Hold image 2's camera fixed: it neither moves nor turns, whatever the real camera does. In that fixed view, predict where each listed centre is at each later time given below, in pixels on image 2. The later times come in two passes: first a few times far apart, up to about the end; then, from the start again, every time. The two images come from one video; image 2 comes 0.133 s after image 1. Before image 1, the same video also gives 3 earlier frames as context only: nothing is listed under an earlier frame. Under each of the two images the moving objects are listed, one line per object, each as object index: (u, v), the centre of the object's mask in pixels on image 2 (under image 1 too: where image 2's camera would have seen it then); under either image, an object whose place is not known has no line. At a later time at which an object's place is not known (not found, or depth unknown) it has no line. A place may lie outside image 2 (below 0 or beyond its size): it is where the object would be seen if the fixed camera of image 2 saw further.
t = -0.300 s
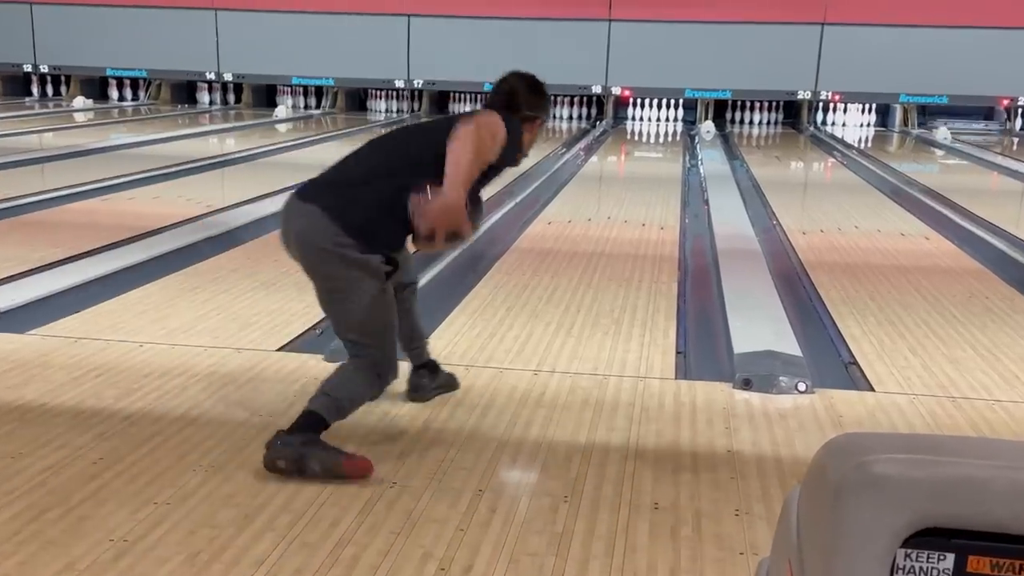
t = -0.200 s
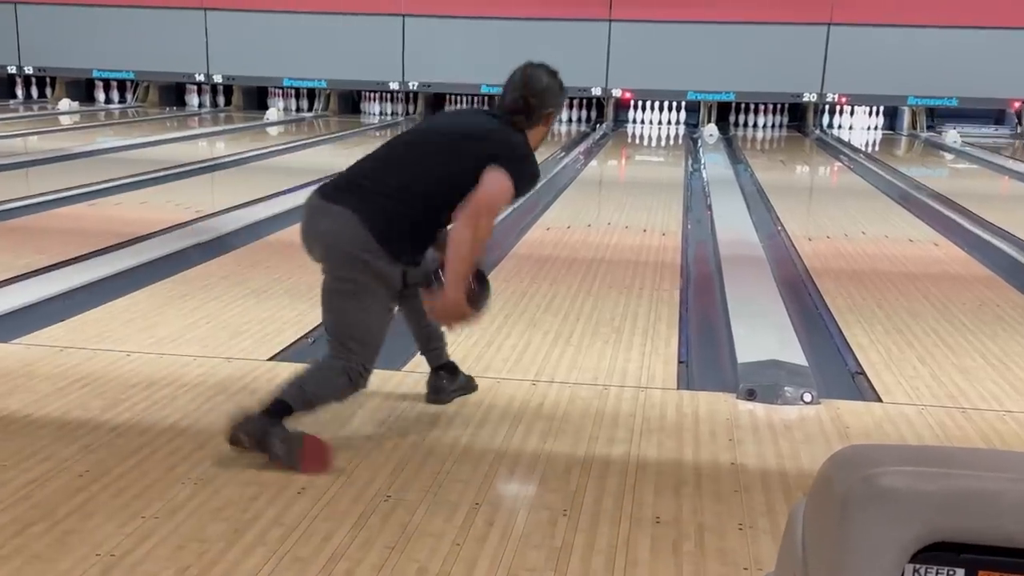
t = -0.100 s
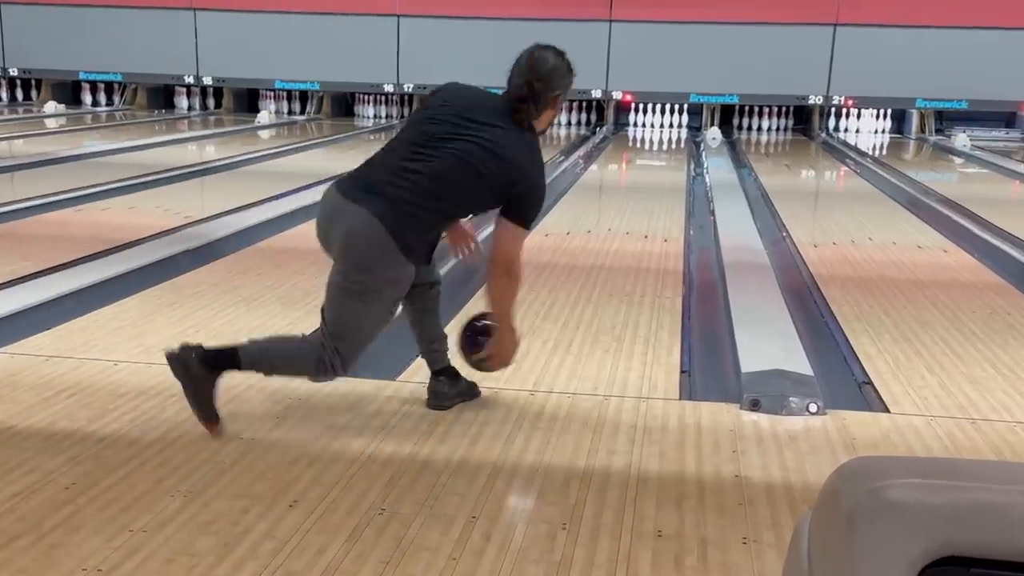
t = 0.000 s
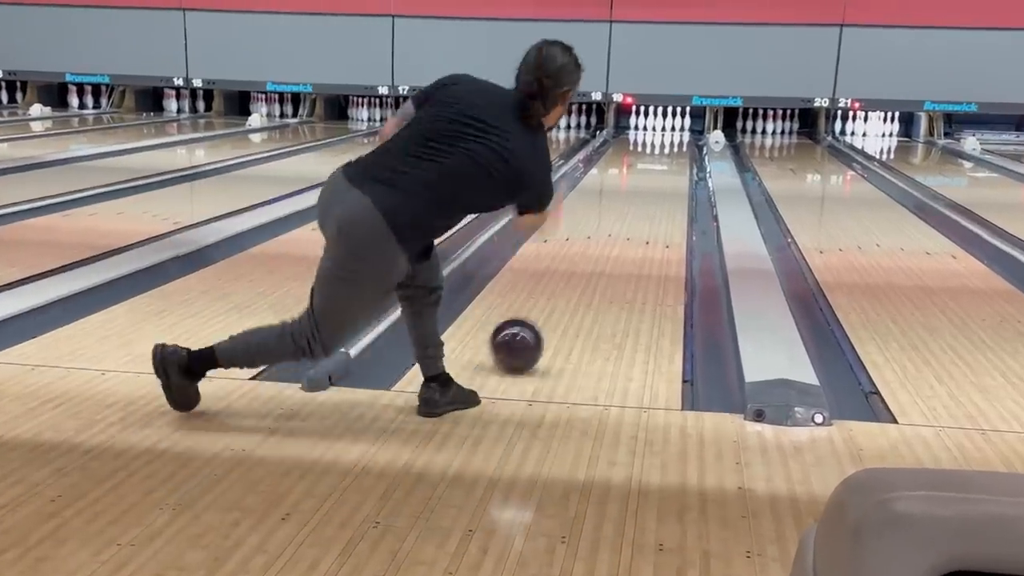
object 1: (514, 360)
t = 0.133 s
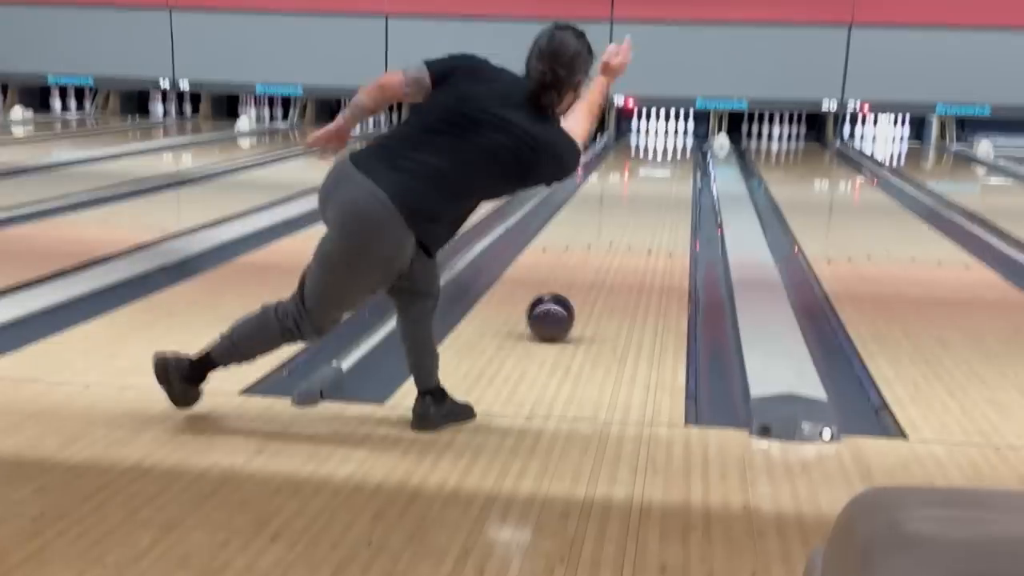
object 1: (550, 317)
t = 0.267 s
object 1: (578, 288)
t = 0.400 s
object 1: (603, 260)
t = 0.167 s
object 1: (559, 310)
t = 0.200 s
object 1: (567, 301)
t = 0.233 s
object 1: (575, 292)
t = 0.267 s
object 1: (578, 288)
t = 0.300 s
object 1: (585, 280)
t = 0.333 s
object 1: (592, 273)
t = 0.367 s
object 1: (597, 267)
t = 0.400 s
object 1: (603, 260)
